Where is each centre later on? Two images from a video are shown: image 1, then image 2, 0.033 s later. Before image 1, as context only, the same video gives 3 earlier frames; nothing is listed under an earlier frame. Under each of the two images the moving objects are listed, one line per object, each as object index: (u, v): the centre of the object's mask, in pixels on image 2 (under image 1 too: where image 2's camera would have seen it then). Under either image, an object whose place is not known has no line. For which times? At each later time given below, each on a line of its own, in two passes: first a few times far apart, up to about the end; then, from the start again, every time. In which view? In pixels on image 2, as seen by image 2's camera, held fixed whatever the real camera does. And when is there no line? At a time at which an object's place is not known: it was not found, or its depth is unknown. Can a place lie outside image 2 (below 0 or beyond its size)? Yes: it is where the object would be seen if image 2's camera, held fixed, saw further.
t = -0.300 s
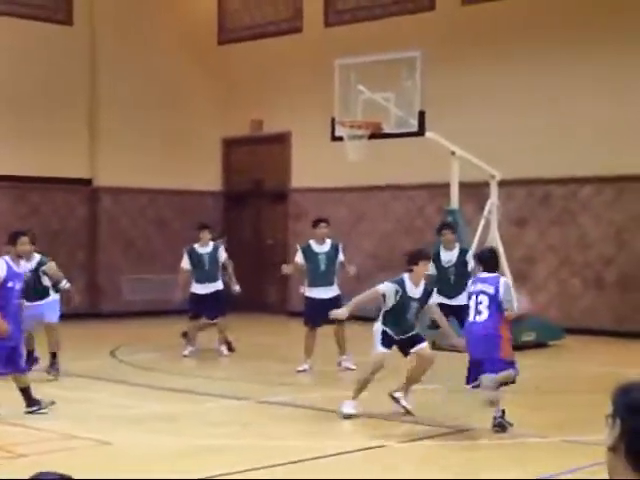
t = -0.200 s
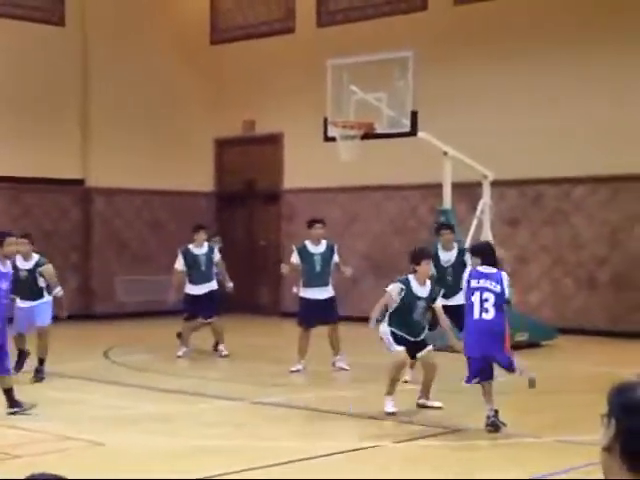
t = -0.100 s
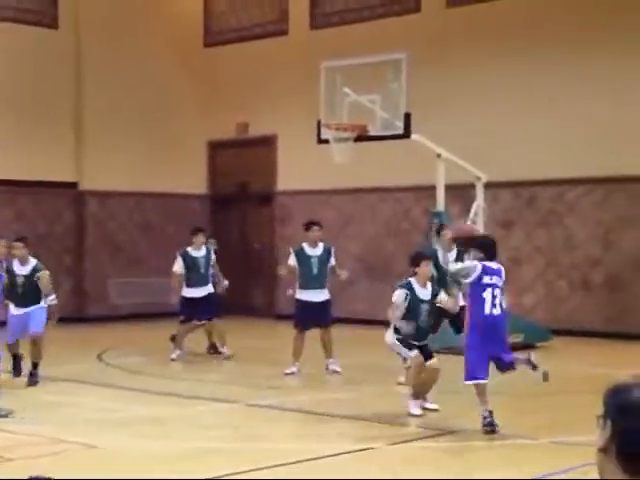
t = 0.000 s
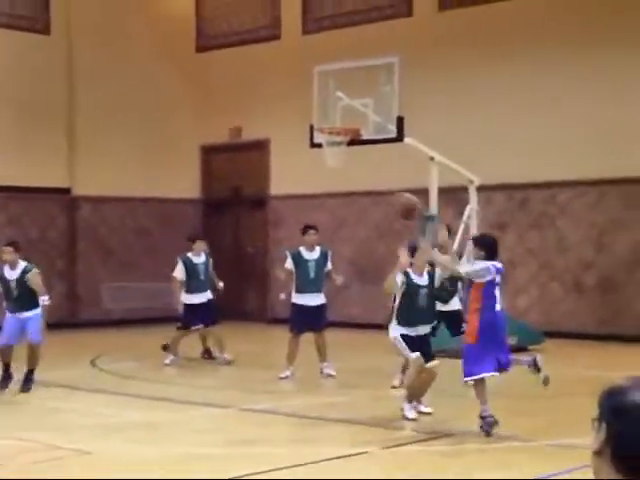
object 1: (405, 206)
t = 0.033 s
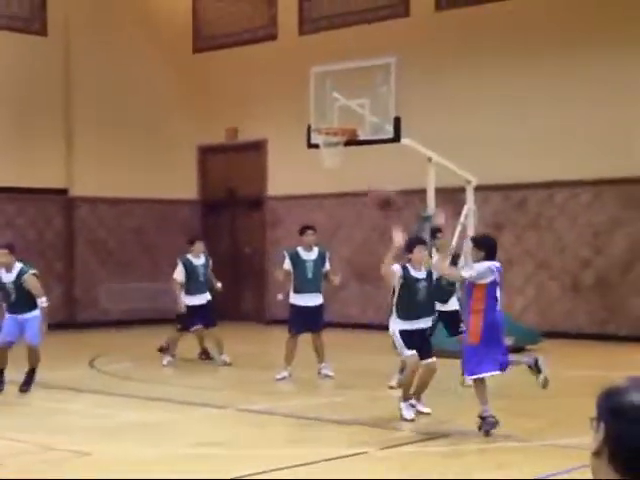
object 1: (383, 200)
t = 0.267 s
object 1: (247, 175)
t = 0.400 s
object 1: (173, 188)
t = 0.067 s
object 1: (363, 193)
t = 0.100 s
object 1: (342, 184)
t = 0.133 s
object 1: (324, 181)
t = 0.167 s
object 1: (304, 179)
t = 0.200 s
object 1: (285, 176)
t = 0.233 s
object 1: (263, 174)
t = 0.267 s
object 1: (247, 175)
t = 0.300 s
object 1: (227, 175)
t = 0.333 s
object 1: (211, 180)
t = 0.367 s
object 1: (193, 183)
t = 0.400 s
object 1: (173, 188)
